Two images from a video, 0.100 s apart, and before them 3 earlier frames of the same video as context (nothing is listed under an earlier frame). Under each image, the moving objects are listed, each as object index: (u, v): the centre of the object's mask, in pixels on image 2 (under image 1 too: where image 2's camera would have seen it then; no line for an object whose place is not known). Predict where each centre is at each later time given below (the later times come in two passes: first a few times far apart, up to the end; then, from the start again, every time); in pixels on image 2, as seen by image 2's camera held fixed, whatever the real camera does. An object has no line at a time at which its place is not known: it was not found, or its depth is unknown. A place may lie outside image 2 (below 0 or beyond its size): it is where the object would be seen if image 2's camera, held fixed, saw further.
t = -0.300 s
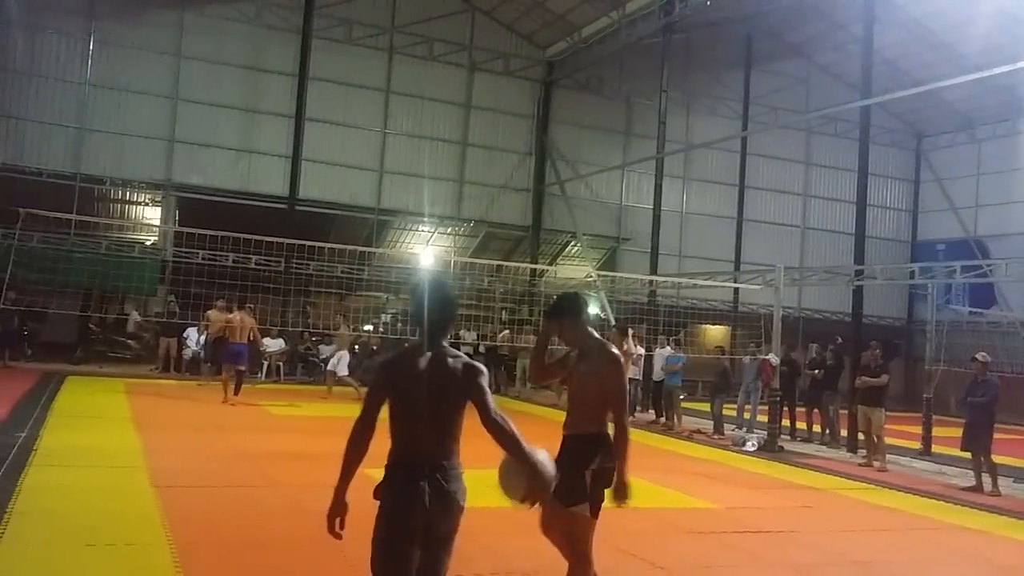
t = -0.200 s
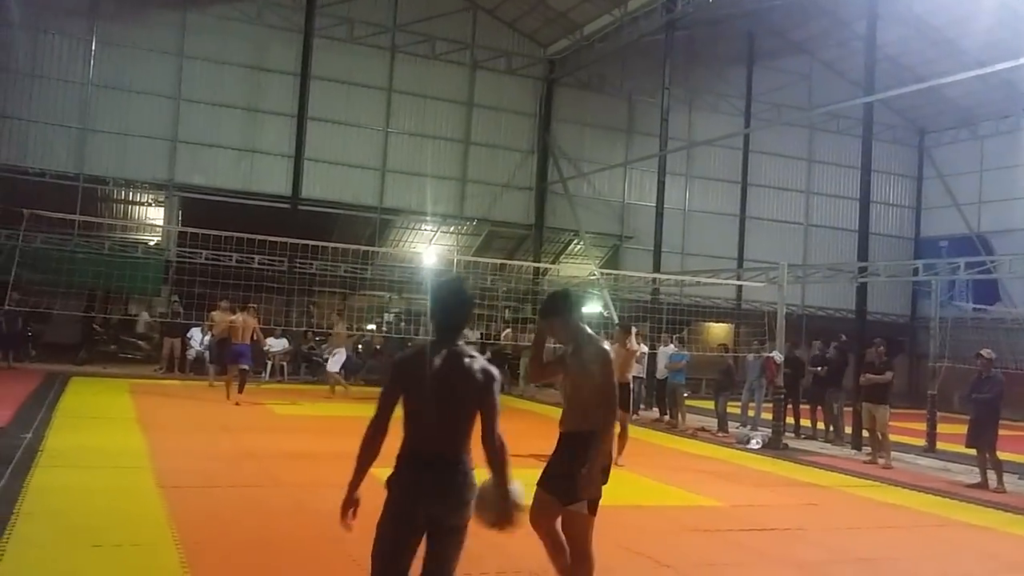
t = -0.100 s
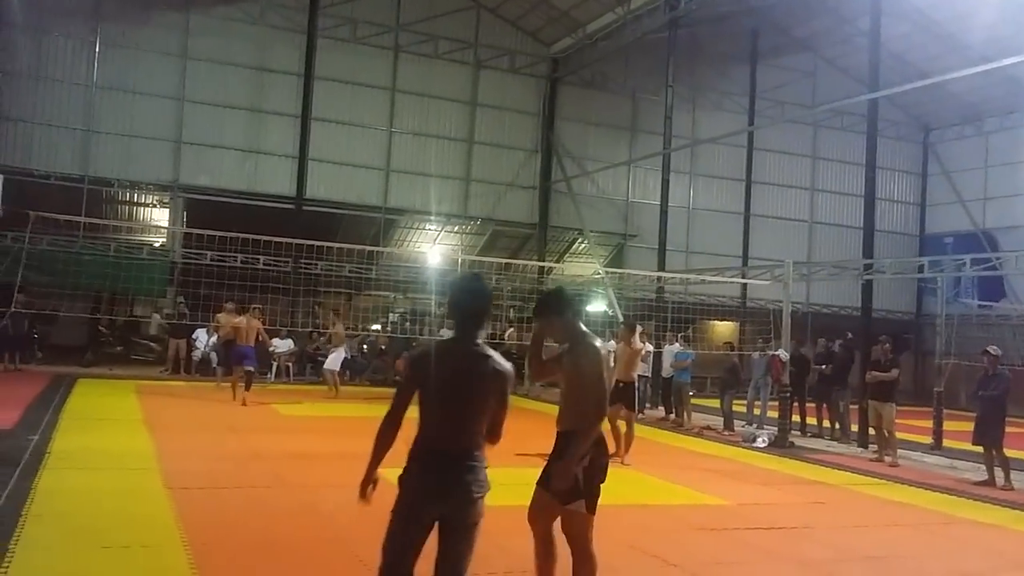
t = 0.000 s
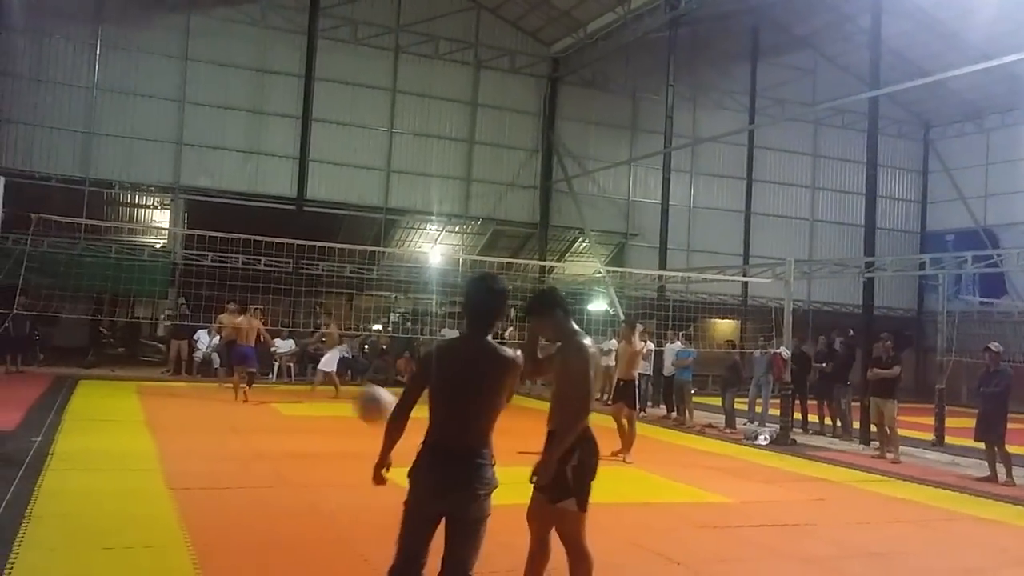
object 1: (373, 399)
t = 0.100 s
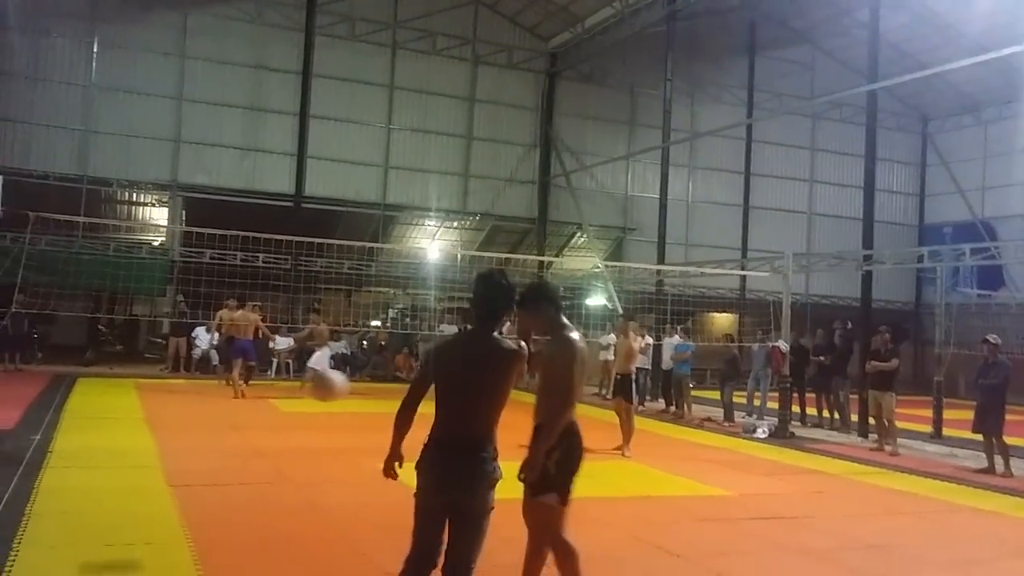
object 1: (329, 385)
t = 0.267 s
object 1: (269, 395)
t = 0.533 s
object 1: (206, 446)
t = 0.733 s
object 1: (189, 382)
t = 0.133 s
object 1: (315, 384)
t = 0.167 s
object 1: (303, 385)
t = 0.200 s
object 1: (291, 387)
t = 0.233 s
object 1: (280, 390)
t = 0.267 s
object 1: (269, 395)
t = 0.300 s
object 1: (259, 400)
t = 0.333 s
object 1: (250, 408)
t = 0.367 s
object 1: (241, 416)
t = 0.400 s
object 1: (233, 425)
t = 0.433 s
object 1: (225, 435)
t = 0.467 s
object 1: (218, 445)
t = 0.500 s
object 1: (210, 458)
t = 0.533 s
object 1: (206, 446)
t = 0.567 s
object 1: (203, 432)
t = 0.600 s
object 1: (200, 418)
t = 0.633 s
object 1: (198, 407)
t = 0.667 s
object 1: (195, 397)
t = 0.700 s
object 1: (192, 388)
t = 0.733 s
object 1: (189, 382)
